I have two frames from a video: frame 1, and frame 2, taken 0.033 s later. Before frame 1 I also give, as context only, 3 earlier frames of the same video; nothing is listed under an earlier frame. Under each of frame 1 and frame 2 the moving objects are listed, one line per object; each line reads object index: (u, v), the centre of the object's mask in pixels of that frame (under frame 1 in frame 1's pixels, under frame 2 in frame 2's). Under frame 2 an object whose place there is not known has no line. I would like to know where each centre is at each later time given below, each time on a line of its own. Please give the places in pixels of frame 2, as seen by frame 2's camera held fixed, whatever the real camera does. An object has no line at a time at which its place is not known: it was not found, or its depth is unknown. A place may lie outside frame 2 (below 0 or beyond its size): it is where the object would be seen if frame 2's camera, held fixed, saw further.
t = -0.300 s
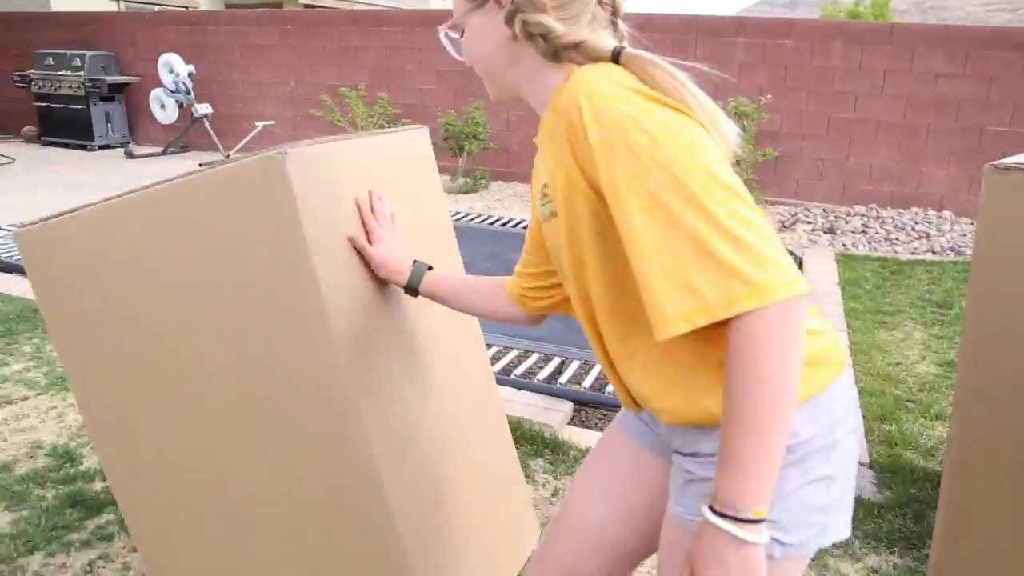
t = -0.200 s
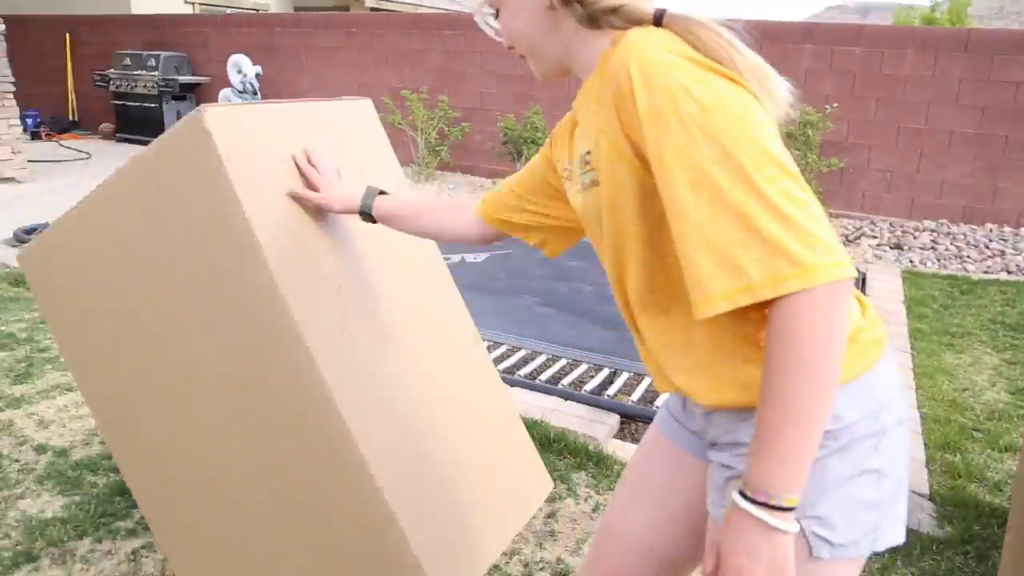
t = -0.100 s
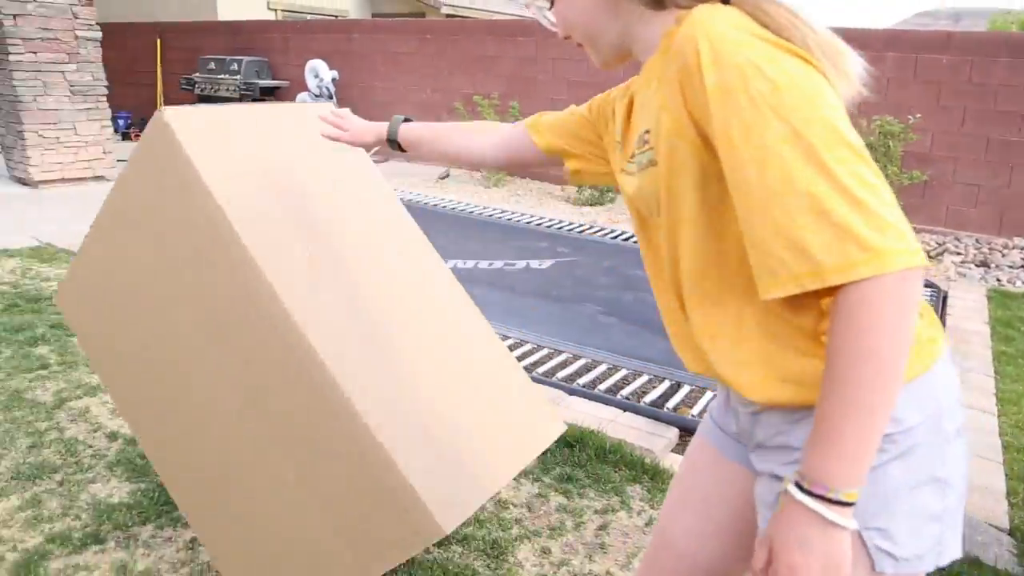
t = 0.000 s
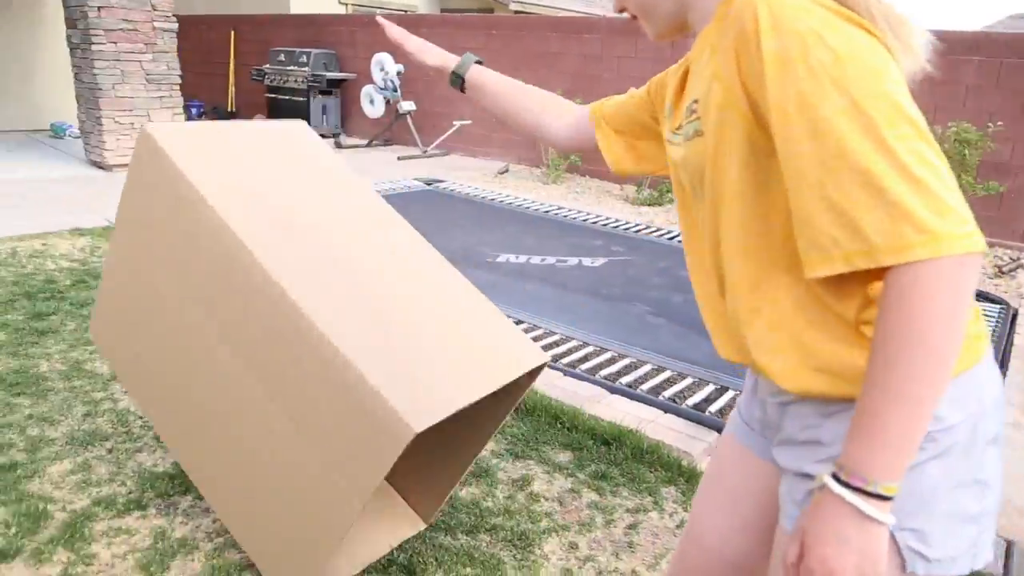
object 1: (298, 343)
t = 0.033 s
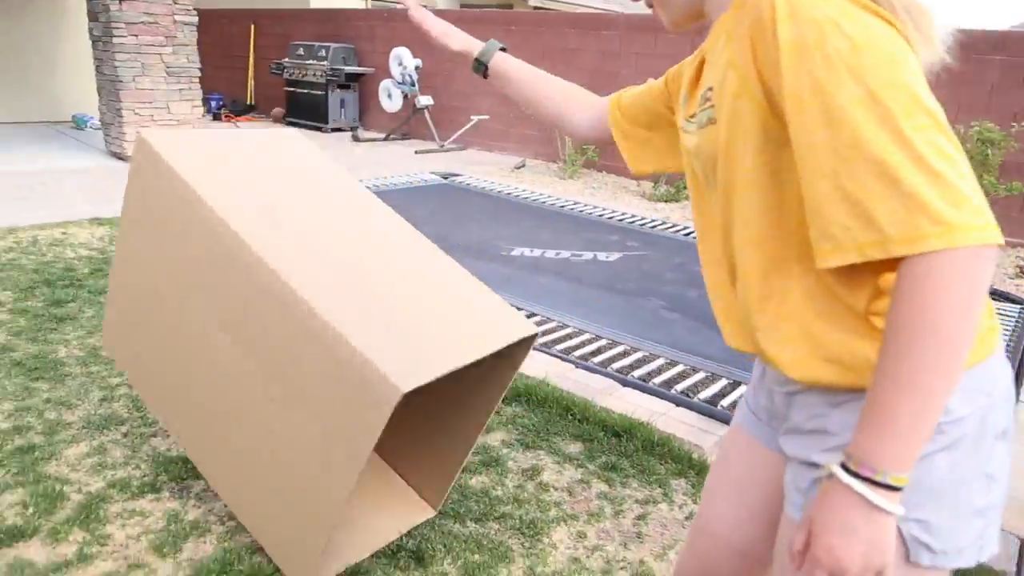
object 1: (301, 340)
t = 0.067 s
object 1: (293, 350)
